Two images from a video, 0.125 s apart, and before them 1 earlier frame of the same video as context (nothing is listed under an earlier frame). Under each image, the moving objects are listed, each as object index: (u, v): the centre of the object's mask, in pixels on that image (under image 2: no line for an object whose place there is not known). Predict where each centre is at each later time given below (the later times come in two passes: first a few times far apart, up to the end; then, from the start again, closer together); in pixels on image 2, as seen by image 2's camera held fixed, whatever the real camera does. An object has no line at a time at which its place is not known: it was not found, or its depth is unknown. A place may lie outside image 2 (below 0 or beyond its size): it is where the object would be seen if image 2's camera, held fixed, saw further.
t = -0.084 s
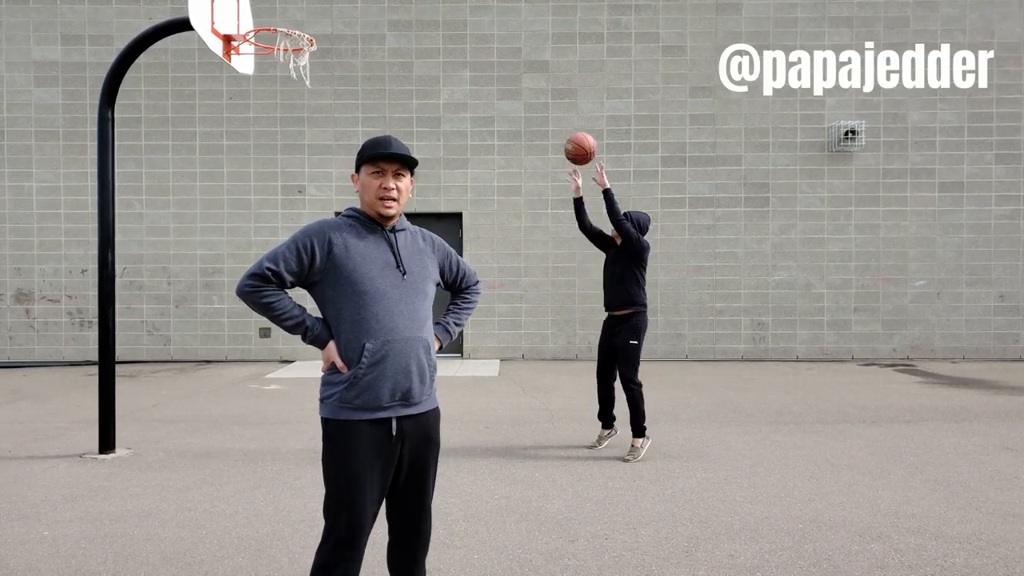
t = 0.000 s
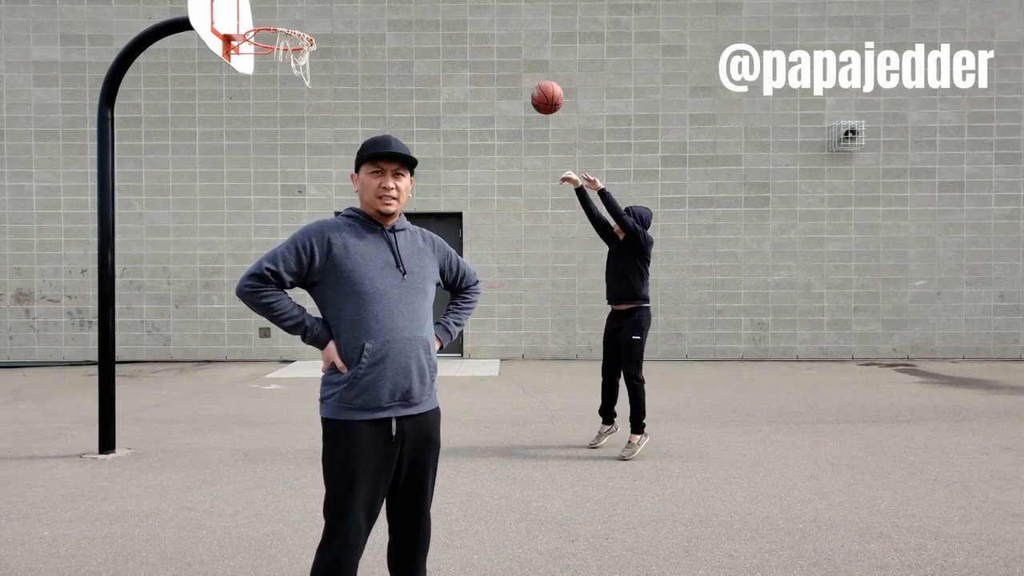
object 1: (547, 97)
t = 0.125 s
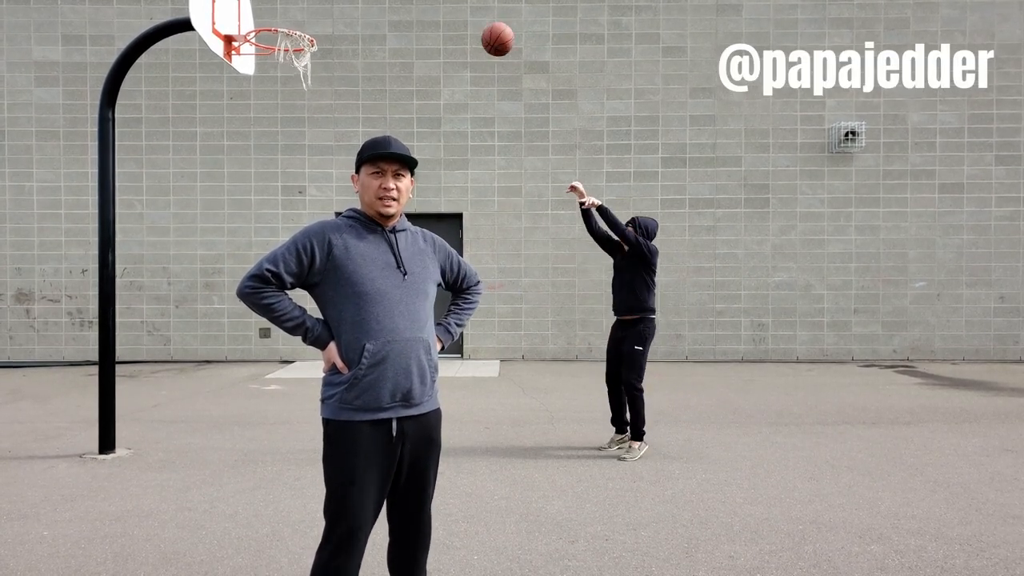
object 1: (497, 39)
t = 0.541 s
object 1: (326, 3)
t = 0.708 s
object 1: (262, 35)
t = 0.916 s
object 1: (258, 70)
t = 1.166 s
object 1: (187, 186)
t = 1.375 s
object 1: (134, 351)
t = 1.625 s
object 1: (82, 347)
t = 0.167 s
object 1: (481, 24)
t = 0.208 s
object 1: (464, 13)
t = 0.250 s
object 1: (447, 7)
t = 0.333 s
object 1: (413, 1)
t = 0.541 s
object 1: (326, 3)
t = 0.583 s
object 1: (308, 7)
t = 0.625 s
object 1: (291, 12)
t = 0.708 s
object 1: (262, 35)
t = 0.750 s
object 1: (276, 41)
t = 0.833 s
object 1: (278, 53)
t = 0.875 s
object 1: (270, 60)
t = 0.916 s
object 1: (258, 70)
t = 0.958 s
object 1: (245, 83)
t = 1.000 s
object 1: (233, 98)
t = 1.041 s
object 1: (222, 117)
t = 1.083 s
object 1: (210, 137)
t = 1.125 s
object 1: (199, 161)
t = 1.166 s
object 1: (187, 186)
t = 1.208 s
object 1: (176, 214)
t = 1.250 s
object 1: (165, 245)
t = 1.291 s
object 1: (155, 278)
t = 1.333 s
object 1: (144, 313)
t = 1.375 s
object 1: (134, 351)
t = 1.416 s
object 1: (124, 392)
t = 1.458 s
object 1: (113, 435)
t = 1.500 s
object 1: (105, 433)
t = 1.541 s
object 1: (98, 402)
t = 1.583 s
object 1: (90, 374)
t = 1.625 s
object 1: (82, 347)
